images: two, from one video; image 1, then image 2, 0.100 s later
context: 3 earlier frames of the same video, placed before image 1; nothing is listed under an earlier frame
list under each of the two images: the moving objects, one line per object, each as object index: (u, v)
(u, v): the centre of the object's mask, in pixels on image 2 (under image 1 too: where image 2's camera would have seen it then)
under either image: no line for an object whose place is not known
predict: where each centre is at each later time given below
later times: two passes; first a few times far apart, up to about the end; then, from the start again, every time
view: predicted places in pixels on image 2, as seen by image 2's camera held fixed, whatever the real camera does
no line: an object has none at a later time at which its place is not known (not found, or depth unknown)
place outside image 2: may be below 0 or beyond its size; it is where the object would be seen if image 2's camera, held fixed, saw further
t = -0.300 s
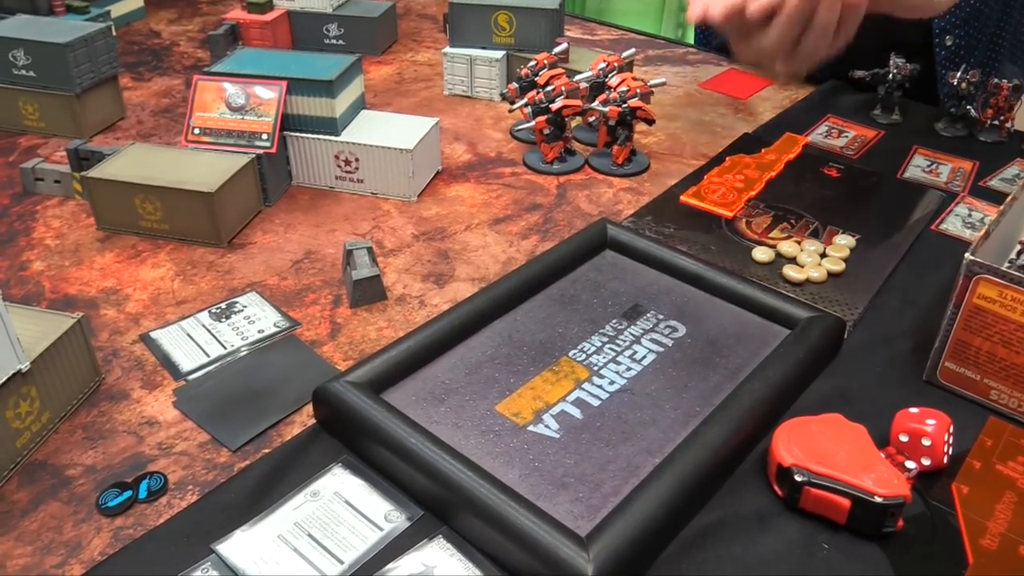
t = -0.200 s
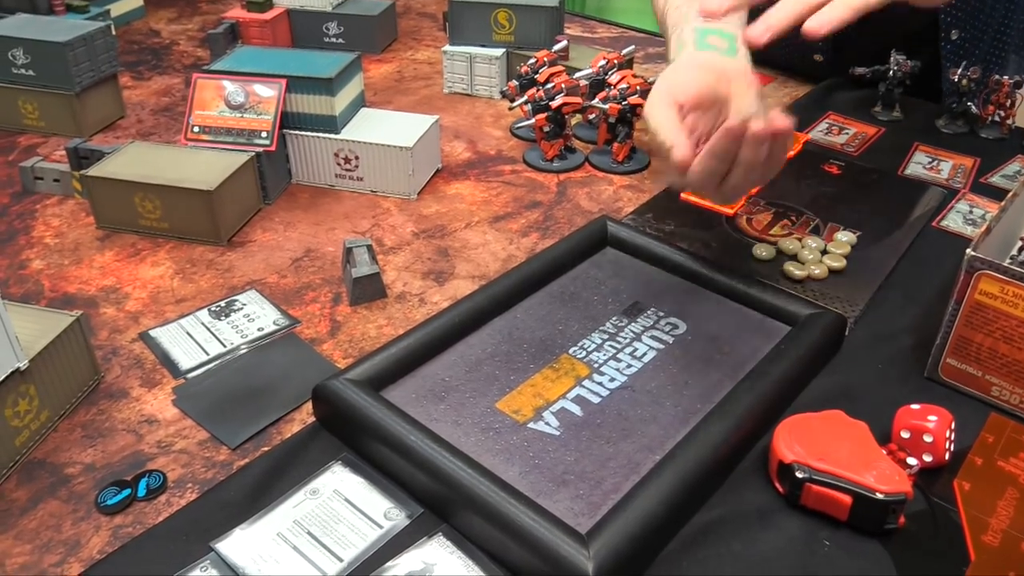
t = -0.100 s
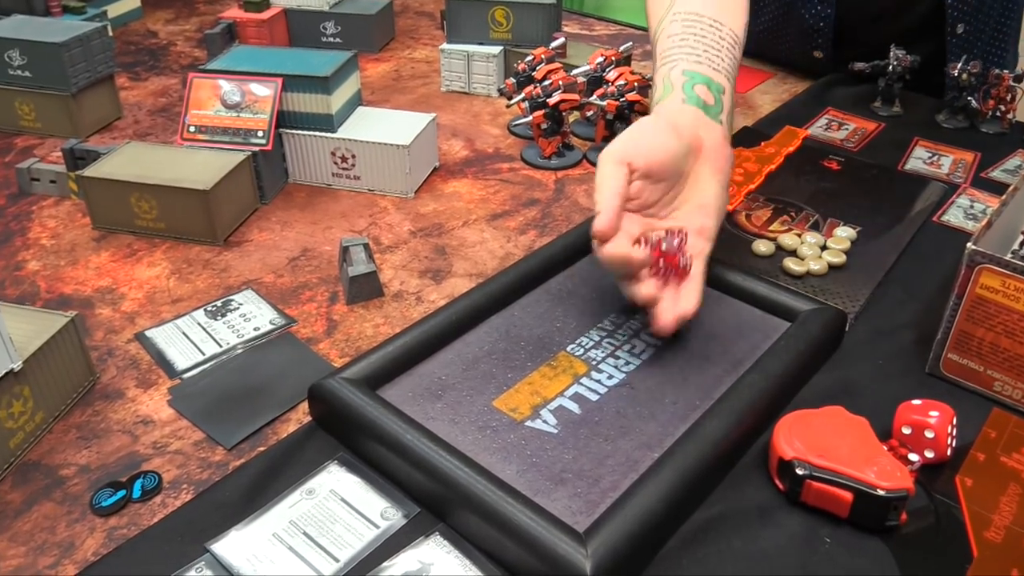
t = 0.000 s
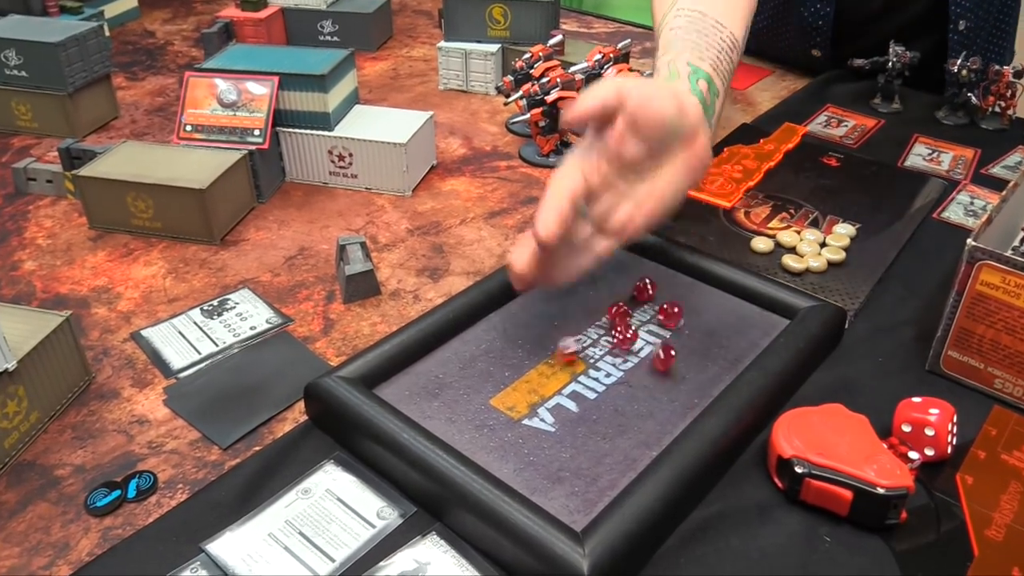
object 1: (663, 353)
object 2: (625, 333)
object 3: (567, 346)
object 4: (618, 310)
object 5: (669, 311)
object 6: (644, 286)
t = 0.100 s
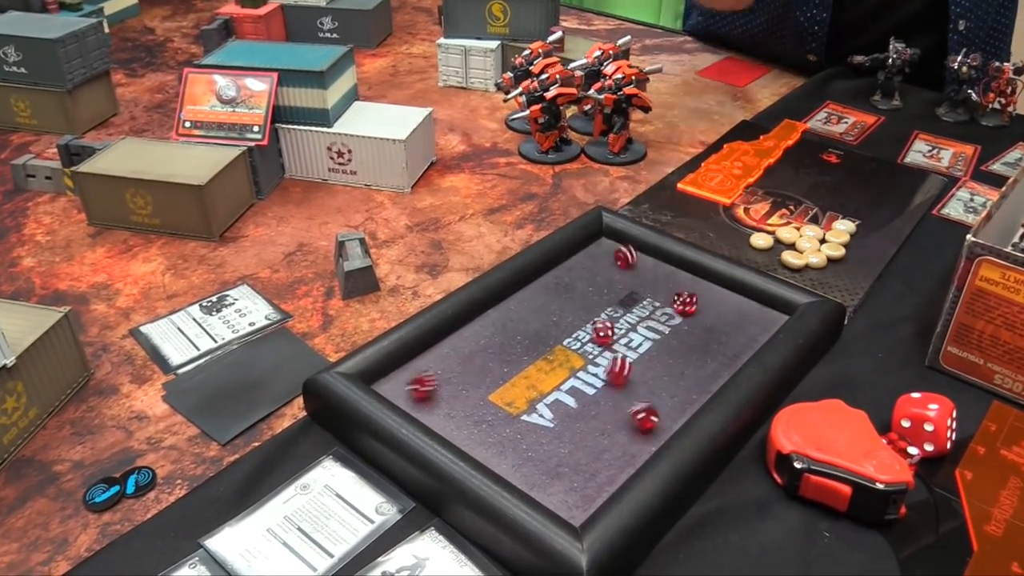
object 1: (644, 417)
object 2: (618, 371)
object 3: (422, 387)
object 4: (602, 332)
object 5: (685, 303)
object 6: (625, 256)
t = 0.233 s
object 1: (527, 435)
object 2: (596, 412)
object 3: (438, 355)
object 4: (601, 348)
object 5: (693, 292)
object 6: (611, 236)
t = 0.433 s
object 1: (464, 405)
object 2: (585, 433)
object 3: (516, 342)
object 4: (601, 366)
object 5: (705, 280)
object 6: (629, 250)
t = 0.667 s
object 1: (460, 398)
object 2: (585, 433)
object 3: (525, 340)
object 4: (601, 368)
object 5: (702, 288)
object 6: (625, 256)
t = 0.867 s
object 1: (460, 398)
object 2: (585, 433)
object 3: (525, 340)
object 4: (601, 368)
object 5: (703, 289)
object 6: (617, 254)
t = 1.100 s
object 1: (460, 398)
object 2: (585, 434)
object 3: (525, 340)
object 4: (601, 368)
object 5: (703, 289)
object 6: (624, 252)
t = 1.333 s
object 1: (460, 398)
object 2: (585, 434)
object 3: (525, 341)
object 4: (602, 368)
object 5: (703, 289)
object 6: (623, 253)
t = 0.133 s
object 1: (613, 422)
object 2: (614, 383)
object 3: (399, 378)
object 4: (600, 338)
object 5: (687, 299)
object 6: (619, 247)
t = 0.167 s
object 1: (585, 427)
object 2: (609, 390)
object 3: (402, 363)
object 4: (599, 342)
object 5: (690, 298)
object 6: (611, 238)
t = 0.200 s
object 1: (556, 431)
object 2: (602, 402)
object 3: (422, 360)
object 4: (599, 347)
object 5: (691, 296)
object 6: (605, 233)
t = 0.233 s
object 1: (527, 435)
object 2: (596, 412)
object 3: (438, 355)
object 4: (601, 348)
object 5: (693, 292)
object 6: (611, 236)
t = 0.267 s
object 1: (499, 437)
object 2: (591, 421)
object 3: (454, 349)
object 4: (603, 352)
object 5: (695, 291)
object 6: (617, 241)
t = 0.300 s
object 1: (476, 439)
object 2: (588, 427)
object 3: (470, 348)
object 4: (603, 355)
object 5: (696, 290)
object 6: (622, 243)
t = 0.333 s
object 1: (467, 428)
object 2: (585, 431)
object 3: (484, 346)
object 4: (603, 358)
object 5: (699, 287)
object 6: (625, 246)
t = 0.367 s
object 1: (466, 421)
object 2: (585, 433)
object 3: (497, 345)
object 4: (602, 363)
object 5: (701, 285)
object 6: (627, 247)
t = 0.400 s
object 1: (466, 411)
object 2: (585, 433)
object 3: (507, 344)
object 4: (601, 365)
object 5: (703, 283)
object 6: (628, 248)
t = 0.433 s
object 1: (464, 405)
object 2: (585, 433)
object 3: (516, 342)
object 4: (601, 366)
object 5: (705, 280)
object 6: (629, 250)
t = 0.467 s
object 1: (462, 401)
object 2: (584, 433)
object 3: (522, 341)
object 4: (601, 366)
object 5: (705, 282)
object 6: (630, 251)
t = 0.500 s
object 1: (460, 398)
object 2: (584, 433)
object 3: (524, 340)
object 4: (601, 367)
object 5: (703, 286)
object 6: (629, 253)
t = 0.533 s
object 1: (459, 397)
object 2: (584, 433)
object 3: (524, 340)
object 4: (601, 367)
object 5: (702, 288)
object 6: (630, 254)
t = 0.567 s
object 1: (459, 398)
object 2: (584, 433)
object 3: (524, 340)
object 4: (601, 367)
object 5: (702, 288)
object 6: (630, 255)
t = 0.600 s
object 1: (459, 398)
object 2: (585, 433)
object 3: (524, 340)
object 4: (601, 367)
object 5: (702, 289)
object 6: (628, 255)
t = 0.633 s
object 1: (459, 398)
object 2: (584, 433)
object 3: (524, 340)
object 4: (601, 368)
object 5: (702, 288)
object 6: (627, 256)
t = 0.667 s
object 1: (460, 398)
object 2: (585, 433)
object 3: (525, 340)
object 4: (601, 368)
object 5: (702, 288)
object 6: (625, 256)
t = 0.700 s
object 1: (460, 398)
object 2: (585, 433)
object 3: (525, 340)
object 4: (601, 368)
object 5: (702, 288)
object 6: (623, 257)
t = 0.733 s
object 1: (460, 398)
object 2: (585, 433)
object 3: (525, 340)
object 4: (601, 367)
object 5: (702, 289)
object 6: (621, 256)
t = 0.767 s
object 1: (460, 398)
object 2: (585, 433)
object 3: (525, 340)
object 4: (601, 368)
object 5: (702, 289)
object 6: (620, 256)
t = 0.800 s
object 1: (460, 398)
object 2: (585, 433)
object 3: (525, 340)
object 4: (601, 368)
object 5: (703, 289)
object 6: (618, 255)
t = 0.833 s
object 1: (460, 398)
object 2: (585, 433)
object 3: (525, 340)
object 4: (601, 368)
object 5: (703, 289)
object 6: (617, 255)
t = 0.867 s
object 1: (460, 398)
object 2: (585, 433)
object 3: (525, 340)
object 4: (601, 368)
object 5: (703, 289)
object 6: (617, 254)
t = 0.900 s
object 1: (460, 398)
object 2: (585, 433)
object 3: (525, 340)
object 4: (601, 368)
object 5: (703, 289)
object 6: (616, 253)
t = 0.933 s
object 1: (460, 398)
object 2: (585, 433)
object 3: (525, 340)
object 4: (601, 367)
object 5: (703, 289)
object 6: (618, 252)
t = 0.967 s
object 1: (460, 398)
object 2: (585, 433)
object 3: (525, 340)
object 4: (601, 367)
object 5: (703, 288)
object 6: (618, 251)
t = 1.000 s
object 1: (460, 398)
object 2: (585, 434)
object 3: (525, 340)
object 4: (601, 367)
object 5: (703, 288)
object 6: (620, 250)
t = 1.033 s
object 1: (460, 398)
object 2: (585, 434)
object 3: (525, 340)
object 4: (601, 367)
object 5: (703, 288)
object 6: (622, 251)
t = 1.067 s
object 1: (460, 398)
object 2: (585, 434)
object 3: (525, 340)
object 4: (601, 368)
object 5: (703, 288)
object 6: (623, 251)
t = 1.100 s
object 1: (460, 398)
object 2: (585, 434)
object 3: (525, 340)
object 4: (601, 368)
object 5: (703, 289)
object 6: (624, 252)
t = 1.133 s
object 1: (460, 398)
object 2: (585, 433)
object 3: (525, 340)
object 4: (601, 367)
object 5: (703, 289)
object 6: (625, 253)
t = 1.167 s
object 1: (460, 398)
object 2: (585, 434)
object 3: (525, 340)
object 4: (602, 368)
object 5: (703, 289)
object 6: (625, 253)
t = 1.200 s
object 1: (460, 398)
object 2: (585, 434)
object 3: (525, 340)
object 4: (602, 367)
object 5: (703, 289)
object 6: (624, 253)
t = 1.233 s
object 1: (460, 398)
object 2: (585, 434)
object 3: (525, 341)
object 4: (602, 368)
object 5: (703, 288)
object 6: (623, 253)
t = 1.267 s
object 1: (460, 398)
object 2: (585, 433)
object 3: (525, 340)
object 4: (602, 367)
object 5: (703, 289)
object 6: (623, 253)
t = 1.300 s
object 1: (460, 398)
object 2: (585, 434)
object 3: (525, 341)
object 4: (601, 368)
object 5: (703, 289)
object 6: (623, 253)
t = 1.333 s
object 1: (460, 398)
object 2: (585, 434)
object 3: (525, 341)
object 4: (602, 368)
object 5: (703, 289)
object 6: (623, 253)
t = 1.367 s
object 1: (460, 398)
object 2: (585, 434)
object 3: (525, 341)
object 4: (602, 368)
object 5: (703, 289)
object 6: (623, 253)
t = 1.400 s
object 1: (460, 398)
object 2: (585, 434)
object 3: (525, 341)
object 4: (601, 368)
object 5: (703, 289)
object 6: (623, 253)
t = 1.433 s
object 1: (460, 398)
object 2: (585, 434)
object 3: (525, 341)
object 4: (602, 367)
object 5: (703, 289)
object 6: (623, 253)
